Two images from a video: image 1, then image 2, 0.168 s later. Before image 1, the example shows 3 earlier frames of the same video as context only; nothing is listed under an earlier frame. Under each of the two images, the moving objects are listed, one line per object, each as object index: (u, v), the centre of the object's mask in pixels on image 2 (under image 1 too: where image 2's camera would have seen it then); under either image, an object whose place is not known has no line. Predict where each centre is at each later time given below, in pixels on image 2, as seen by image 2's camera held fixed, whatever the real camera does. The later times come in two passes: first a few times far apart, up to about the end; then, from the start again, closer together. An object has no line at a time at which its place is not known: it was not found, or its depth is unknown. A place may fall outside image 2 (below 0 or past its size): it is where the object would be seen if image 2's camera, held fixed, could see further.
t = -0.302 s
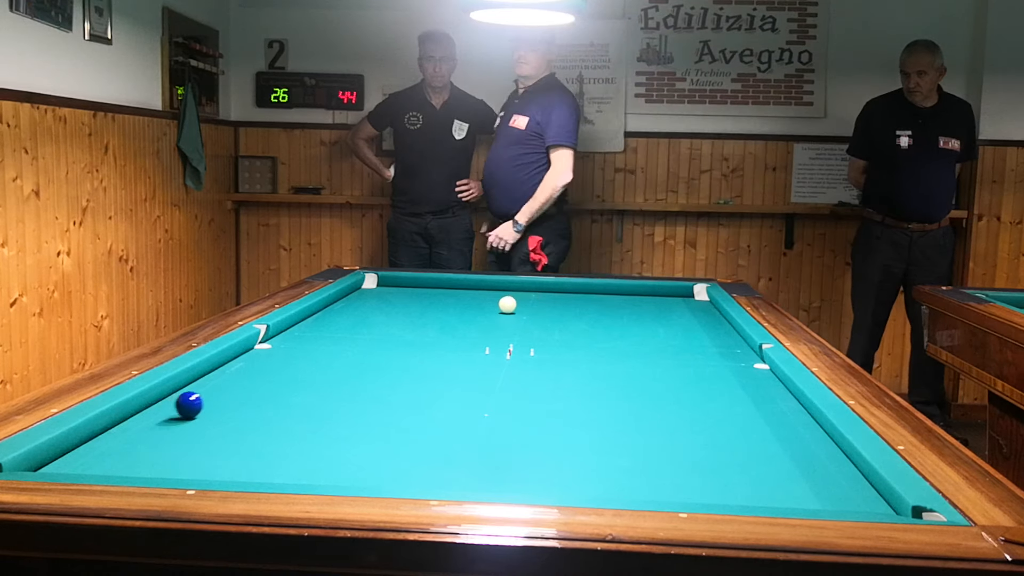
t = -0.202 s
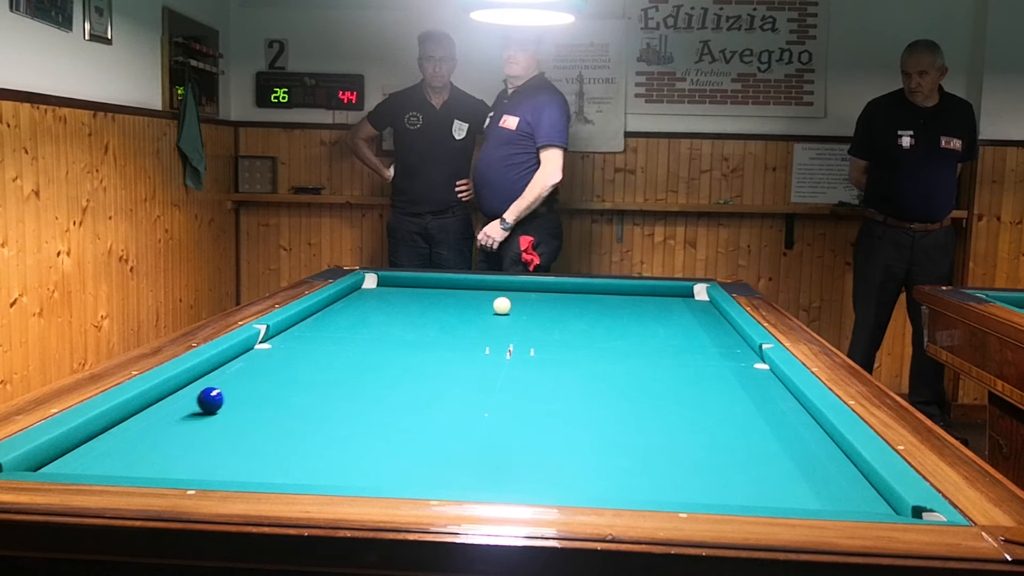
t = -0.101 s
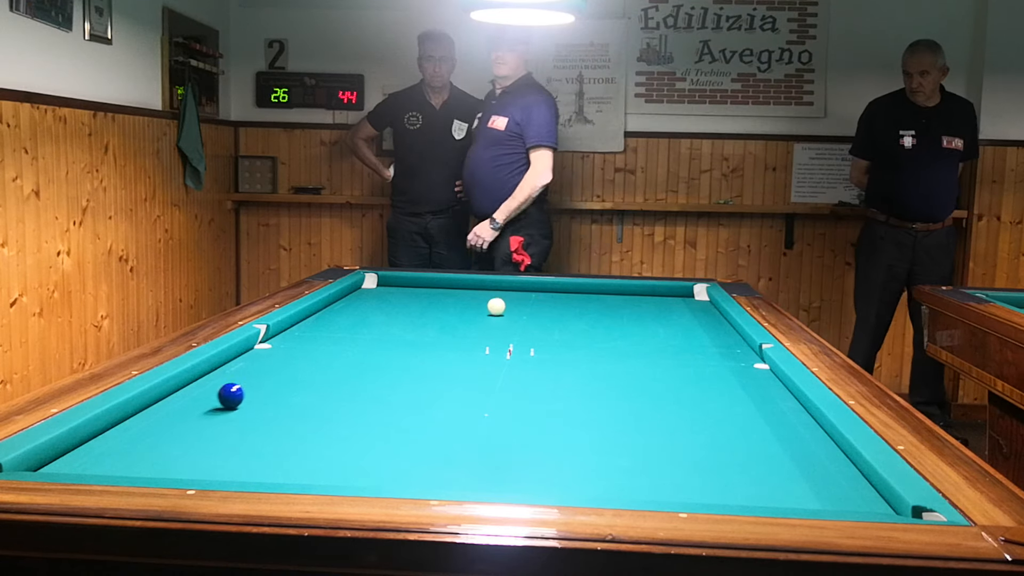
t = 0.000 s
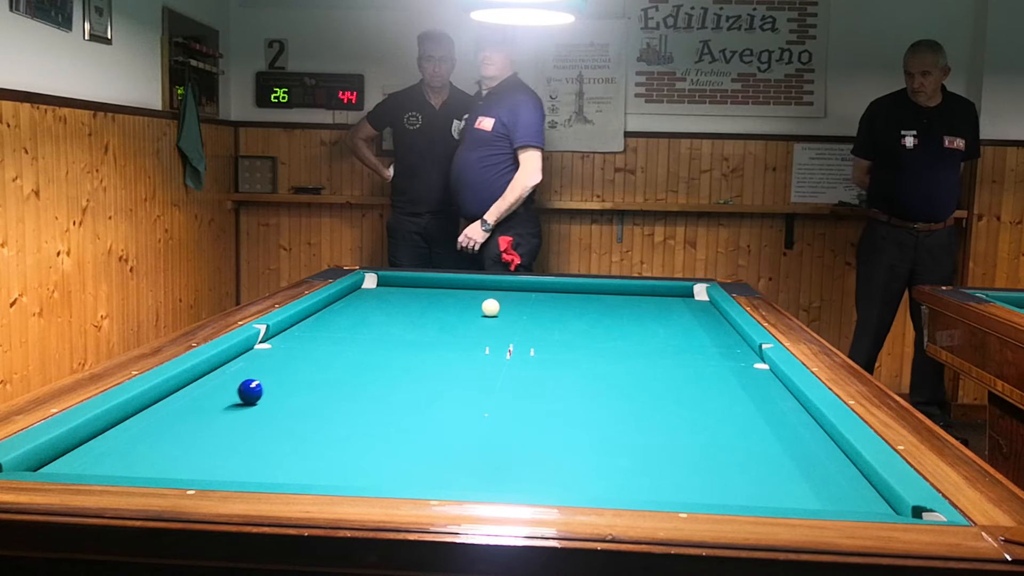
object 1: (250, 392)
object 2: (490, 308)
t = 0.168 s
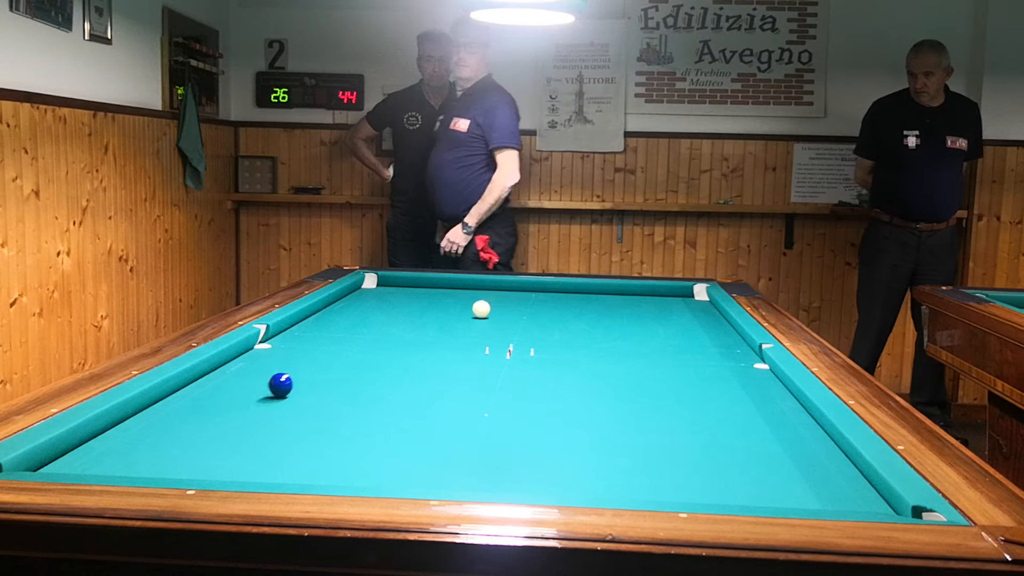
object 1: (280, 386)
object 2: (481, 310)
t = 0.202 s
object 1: (287, 384)
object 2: (479, 310)
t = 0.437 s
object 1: (324, 376)
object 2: (466, 312)
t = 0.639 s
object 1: (354, 370)
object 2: (455, 314)
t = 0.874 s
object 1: (386, 363)
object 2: (442, 317)
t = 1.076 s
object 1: (410, 357)
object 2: (431, 319)
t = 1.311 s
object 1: (437, 352)
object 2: (418, 321)
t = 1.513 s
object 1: (458, 347)
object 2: (408, 323)
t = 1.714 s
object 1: (477, 343)
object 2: (397, 325)
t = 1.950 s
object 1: (497, 339)
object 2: (385, 327)
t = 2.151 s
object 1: (514, 335)
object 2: (375, 329)
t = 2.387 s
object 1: (532, 331)
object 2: (364, 331)
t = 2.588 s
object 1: (546, 328)
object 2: (354, 332)
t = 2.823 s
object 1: (562, 325)
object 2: (344, 334)
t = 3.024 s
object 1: (574, 322)
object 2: (335, 336)
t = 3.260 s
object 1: (588, 319)
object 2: (324, 338)
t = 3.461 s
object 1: (599, 317)
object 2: (316, 339)
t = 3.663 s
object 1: (609, 315)
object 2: (308, 341)
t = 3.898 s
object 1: (620, 312)
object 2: (299, 342)
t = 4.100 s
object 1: (629, 310)
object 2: (292, 344)
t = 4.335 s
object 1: (639, 308)
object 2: (284, 345)
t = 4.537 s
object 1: (647, 307)
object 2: (278, 346)
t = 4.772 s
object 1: (655, 305)
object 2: (271, 348)
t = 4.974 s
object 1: (662, 303)
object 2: (266, 349)
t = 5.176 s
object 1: (668, 302)
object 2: (261, 350)
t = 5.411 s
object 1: (675, 300)
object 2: (256, 350)
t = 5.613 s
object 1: (681, 299)
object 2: (253, 351)
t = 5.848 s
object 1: (687, 298)
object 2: (251, 351)
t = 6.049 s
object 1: (691, 297)
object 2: (249, 352)
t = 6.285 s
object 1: (697, 295)
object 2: (247, 352)
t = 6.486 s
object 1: (700, 294)
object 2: (247, 352)
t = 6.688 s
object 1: (696, 294)
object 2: (244, 354)
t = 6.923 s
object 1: (693, 293)
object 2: (244, 354)
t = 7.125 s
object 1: (690, 292)
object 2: (243, 354)
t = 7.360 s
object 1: (689, 292)
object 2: (243, 354)
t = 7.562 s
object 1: (689, 292)
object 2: (243, 354)
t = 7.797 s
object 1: (688, 292)
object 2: (243, 354)
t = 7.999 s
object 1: (688, 293)
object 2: (243, 354)
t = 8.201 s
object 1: (687, 293)
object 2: (243, 354)
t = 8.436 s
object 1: (687, 293)
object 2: (243, 354)
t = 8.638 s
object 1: (687, 293)
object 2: (244, 354)
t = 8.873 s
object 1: (688, 293)
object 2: (244, 353)
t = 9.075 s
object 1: (688, 292)
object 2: (243, 354)
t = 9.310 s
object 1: (688, 292)
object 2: (244, 353)
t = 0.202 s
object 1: (287, 384)
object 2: (479, 310)
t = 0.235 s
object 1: (292, 383)
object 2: (477, 310)
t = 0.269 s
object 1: (298, 382)
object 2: (475, 311)
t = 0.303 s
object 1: (303, 381)
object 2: (473, 311)
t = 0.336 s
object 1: (309, 380)
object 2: (472, 311)
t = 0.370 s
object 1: (314, 379)
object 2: (470, 312)
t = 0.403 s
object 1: (319, 377)
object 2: (468, 312)
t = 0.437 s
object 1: (324, 376)
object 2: (466, 312)
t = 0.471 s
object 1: (330, 375)
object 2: (464, 313)
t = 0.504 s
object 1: (335, 374)
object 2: (462, 313)
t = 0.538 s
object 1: (340, 373)
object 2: (460, 313)
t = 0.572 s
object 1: (345, 371)
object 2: (459, 314)
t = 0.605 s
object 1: (349, 371)
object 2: (457, 314)
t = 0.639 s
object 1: (354, 370)
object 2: (455, 314)
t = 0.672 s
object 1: (359, 368)
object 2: (453, 315)
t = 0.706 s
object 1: (364, 367)
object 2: (451, 315)
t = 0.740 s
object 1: (368, 367)
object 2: (449, 315)
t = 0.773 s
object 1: (373, 365)
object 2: (447, 316)
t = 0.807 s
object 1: (377, 364)
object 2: (445, 316)
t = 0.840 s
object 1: (381, 364)
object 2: (444, 316)
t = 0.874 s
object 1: (386, 363)
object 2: (442, 317)
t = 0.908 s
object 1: (390, 362)
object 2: (440, 317)
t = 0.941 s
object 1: (394, 361)
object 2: (438, 317)
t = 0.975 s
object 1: (398, 360)
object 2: (436, 318)
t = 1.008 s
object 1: (402, 359)
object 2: (435, 318)
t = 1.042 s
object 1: (406, 358)
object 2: (433, 318)
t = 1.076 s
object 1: (410, 357)
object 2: (431, 319)
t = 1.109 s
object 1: (414, 356)
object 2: (429, 319)
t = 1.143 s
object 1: (418, 356)
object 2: (427, 319)
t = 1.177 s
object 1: (422, 355)
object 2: (425, 319)
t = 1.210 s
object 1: (426, 354)
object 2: (424, 320)
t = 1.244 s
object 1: (429, 353)
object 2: (422, 320)
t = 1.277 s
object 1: (433, 353)
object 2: (420, 320)
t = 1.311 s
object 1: (437, 352)
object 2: (418, 321)
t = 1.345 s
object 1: (440, 351)
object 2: (417, 321)
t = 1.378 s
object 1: (444, 350)
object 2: (415, 322)
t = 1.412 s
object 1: (447, 350)
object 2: (413, 322)
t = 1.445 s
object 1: (451, 349)
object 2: (411, 322)
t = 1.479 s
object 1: (454, 348)
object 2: (410, 322)
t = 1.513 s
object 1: (458, 347)
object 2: (408, 323)
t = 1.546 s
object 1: (461, 347)
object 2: (406, 323)
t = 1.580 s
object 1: (464, 346)
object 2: (404, 323)
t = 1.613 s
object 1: (467, 345)
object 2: (402, 324)
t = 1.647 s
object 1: (470, 344)
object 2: (401, 324)
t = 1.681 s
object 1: (474, 344)
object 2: (399, 324)
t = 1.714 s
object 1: (477, 343)
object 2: (397, 325)
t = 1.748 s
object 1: (480, 343)
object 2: (395, 325)
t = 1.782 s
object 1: (483, 342)
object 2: (394, 325)
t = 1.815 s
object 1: (486, 341)
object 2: (392, 325)
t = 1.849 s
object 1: (489, 341)
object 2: (390, 326)
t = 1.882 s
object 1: (492, 339)
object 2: (388, 326)
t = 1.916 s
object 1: (494, 339)
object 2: (387, 326)
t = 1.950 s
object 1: (497, 339)
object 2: (385, 327)
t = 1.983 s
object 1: (500, 338)
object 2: (384, 327)
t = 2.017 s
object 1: (503, 337)
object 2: (382, 327)
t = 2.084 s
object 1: (509, 336)
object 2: (379, 328)
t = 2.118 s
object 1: (512, 335)
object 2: (377, 328)
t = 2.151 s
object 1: (514, 335)
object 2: (375, 329)
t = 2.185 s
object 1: (517, 335)
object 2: (374, 329)
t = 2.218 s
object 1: (519, 334)
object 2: (372, 329)
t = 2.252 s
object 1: (522, 333)
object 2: (370, 329)
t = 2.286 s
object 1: (524, 333)
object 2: (369, 330)
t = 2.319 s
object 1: (527, 332)
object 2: (367, 330)
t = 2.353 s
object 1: (530, 332)
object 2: (366, 330)
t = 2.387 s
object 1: (532, 331)
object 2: (364, 331)
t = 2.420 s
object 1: (534, 331)
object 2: (362, 331)
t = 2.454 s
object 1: (537, 330)
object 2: (361, 331)
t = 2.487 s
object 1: (539, 330)
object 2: (359, 332)
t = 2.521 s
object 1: (542, 329)
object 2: (358, 332)
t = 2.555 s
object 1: (544, 329)
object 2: (356, 332)
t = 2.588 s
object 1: (546, 328)
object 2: (354, 332)
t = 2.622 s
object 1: (549, 328)
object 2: (353, 333)
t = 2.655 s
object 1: (551, 327)
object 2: (351, 333)
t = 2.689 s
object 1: (553, 327)
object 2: (350, 333)
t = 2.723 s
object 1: (555, 326)
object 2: (348, 333)
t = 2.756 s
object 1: (557, 326)
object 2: (347, 334)
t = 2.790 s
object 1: (560, 325)
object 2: (345, 334)
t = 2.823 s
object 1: (562, 325)
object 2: (344, 334)
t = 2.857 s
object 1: (564, 324)
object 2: (342, 335)
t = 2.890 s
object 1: (566, 324)
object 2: (341, 335)
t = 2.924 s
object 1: (568, 323)
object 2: (339, 335)
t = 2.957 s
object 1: (570, 323)
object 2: (338, 335)
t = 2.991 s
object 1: (572, 322)
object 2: (336, 336)
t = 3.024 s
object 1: (574, 322)
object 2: (335, 336)
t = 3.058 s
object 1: (576, 322)
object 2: (333, 336)
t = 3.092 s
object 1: (579, 321)
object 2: (332, 336)
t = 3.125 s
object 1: (580, 321)
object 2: (330, 337)
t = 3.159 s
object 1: (582, 320)
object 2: (329, 337)
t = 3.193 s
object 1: (584, 320)
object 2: (327, 337)
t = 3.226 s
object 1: (586, 319)
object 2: (326, 337)
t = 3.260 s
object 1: (588, 319)
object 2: (324, 338)
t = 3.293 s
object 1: (590, 319)
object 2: (323, 338)
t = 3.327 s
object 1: (592, 318)
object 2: (322, 338)
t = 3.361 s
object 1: (594, 318)
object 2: (320, 338)
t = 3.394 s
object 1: (595, 317)
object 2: (319, 339)
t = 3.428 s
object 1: (597, 317)
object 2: (317, 339)
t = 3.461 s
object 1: (599, 317)
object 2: (316, 339)
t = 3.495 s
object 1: (601, 316)
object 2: (315, 340)
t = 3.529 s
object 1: (602, 316)
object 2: (314, 340)
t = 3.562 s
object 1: (604, 316)
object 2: (312, 340)
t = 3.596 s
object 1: (606, 315)
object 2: (311, 340)
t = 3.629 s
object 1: (608, 315)
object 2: (310, 340)
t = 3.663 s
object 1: (609, 315)
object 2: (308, 341)
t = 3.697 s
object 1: (611, 314)
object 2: (307, 341)
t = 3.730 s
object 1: (612, 314)
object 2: (306, 341)
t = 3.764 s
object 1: (614, 313)
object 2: (304, 341)
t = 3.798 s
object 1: (615, 313)
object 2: (303, 342)
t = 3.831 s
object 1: (617, 313)
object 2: (302, 342)
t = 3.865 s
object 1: (619, 312)
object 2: (301, 342)
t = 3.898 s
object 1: (620, 312)
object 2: (299, 342)
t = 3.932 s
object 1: (622, 312)
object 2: (298, 343)
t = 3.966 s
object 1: (623, 312)
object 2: (297, 343)
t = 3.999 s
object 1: (625, 311)
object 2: (295, 343)
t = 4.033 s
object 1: (626, 311)
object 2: (294, 343)
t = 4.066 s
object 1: (628, 310)
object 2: (293, 343)
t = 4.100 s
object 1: (629, 310)
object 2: (292, 344)
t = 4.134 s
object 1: (631, 310)
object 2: (291, 344)
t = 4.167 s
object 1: (632, 310)
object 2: (290, 344)
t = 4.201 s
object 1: (633, 309)
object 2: (288, 344)
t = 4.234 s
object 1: (635, 309)
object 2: (287, 345)
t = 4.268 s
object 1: (636, 309)
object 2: (287, 345)
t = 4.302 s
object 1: (638, 309)
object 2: (285, 345)
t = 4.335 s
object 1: (639, 308)
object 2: (284, 345)
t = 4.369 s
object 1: (640, 308)
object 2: (283, 346)
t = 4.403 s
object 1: (641, 308)
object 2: (282, 346)
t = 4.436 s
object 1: (643, 307)
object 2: (281, 346)
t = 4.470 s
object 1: (644, 307)
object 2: (280, 346)
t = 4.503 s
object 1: (645, 307)
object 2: (279, 346)
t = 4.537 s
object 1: (647, 307)
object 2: (278, 346)
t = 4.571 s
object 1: (648, 306)
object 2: (277, 347)
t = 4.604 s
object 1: (649, 306)
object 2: (276, 347)
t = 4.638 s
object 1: (650, 306)
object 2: (275, 347)
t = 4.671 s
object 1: (651, 305)
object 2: (274, 347)
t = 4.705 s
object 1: (653, 305)
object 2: (273, 347)
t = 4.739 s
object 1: (654, 305)
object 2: (272, 347)
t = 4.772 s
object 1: (655, 305)
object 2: (271, 348)
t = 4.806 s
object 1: (656, 304)
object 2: (270, 348)
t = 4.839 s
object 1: (657, 304)
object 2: (269, 348)
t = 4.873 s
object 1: (658, 304)
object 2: (269, 348)
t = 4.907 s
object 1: (659, 304)
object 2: (267, 348)
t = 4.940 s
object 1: (661, 304)
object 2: (267, 348)
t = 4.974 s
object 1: (662, 303)
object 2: (266, 349)
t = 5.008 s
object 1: (663, 303)
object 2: (265, 349)
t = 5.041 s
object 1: (664, 303)
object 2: (264, 349)
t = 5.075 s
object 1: (665, 303)
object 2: (263, 349)
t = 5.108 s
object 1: (666, 302)
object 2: (262, 349)
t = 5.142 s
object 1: (667, 302)
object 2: (261, 349)
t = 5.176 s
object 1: (668, 302)
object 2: (261, 350)
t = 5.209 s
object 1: (669, 302)
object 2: (260, 350)
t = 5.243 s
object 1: (670, 301)
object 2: (259, 350)
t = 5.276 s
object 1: (671, 301)
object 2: (259, 350)
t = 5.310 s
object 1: (672, 301)
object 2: (258, 350)
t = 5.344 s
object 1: (673, 301)
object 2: (257, 350)
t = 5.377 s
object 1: (674, 300)
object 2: (257, 350)
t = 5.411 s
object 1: (675, 300)
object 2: (256, 350)
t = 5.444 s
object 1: (676, 300)
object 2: (256, 350)
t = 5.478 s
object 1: (677, 300)
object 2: (255, 350)
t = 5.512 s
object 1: (678, 300)
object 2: (255, 351)
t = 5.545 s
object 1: (679, 300)
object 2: (254, 351)
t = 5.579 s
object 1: (680, 299)
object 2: (254, 351)
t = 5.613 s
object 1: (681, 299)
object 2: (253, 351)
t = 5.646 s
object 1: (681, 299)
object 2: (253, 351)
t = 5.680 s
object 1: (682, 299)
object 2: (252, 351)
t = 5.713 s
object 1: (683, 298)
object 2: (252, 351)
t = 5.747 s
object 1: (684, 298)
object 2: (252, 351)
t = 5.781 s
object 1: (685, 298)
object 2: (252, 351)
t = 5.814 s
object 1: (686, 298)
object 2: (251, 351)
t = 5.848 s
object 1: (687, 298)
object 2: (251, 351)
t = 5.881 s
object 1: (687, 298)
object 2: (251, 351)
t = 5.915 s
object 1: (688, 297)
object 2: (250, 351)
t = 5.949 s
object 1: (689, 297)
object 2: (250, 351)
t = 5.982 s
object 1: (690, 297)
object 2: (250, 351)
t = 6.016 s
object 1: (691, 297)
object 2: (249, 352)
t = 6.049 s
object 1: (691, 297)
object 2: (249, 352)
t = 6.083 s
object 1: (692, 297)
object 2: (249, 351)
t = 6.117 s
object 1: (693, 296)
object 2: (248, 351)
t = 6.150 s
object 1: (694, 296)
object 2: (248, 351)
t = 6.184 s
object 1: (694, 296)
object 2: (248, 352)
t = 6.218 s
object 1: (695, 296)
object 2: (248, 352)
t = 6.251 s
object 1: (696, 296)
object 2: (247, 352)
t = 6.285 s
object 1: (697, 295)
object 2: (247, 352)
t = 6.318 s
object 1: (698, 295)
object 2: (247, 352)
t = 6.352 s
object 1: (698, 295)
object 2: (247, 352)
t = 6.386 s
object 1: (699, 295)
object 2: (247, 351)
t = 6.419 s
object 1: (700, 295)
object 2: (247, 351)
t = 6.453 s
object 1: (701, 294)
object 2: (247, 351)
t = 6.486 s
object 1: (700, 294)
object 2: (247, 352)
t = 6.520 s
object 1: (700, 294)
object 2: (247, 352)
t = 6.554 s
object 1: (699, 294)
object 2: (243, 353)
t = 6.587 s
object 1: (698, 294)
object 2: (243, 353)
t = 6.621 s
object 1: (697, 294)
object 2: (244, 353)
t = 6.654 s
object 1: (696, 294)
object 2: (244, 353)
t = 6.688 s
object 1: (696, 294)
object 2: (244, 354)
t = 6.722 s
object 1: (696, 294)
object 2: (244, 354)
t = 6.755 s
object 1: (696, 293)
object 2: (244, 354)
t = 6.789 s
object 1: (695, 293)
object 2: (244, 353)
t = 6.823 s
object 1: (694, 293)
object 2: (244, 353)
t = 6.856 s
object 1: (694, 293)
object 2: (244, 353)
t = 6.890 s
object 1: (693, 293)
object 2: (243, 354)
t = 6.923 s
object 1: (693, 293)
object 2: (244, 354)
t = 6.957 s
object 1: (692, 292)
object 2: (244, 354)
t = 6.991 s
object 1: (692, 292)
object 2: (244, 354)
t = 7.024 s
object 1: (691, 292)
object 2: (244, 354)
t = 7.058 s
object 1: (691, 292)
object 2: (243, 354)
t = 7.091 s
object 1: (691, 292)
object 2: (243, 354)
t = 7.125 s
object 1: (690, 292)
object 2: (243, 354)
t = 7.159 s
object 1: (690, 292)
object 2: (243, 354)
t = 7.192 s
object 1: (690, 292)
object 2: (243, 354)
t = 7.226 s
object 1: (690, 292)
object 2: (243, 354)
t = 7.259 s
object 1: (690, 292)
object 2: (243, 354)
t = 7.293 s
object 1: (690, 292)
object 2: (243, 354)
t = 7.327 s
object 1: (689, 292)
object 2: (243, 354)
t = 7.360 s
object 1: (689, 292)
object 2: (243, 354)
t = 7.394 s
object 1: (689, 292)
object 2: (243, 354)
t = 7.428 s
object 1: (689, 292)
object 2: (243, 354)
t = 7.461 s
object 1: (689, 292)
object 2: (243, 354)
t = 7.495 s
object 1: (689, 292)
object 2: (243, 354)
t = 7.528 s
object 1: (689, 292)
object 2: (243, 354)
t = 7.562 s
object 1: (689, 292)
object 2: (243, 354)
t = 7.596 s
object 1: (689, 292)
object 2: (243, 354)
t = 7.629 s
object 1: (688, 292)
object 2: (243, 354)
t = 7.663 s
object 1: (688, 292)
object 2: (243, 354)
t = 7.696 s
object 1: (688, 292)
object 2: (243, 354)
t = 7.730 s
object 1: (688, 292)
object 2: (243, 354)
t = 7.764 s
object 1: (688, 292)
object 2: (243, 354)
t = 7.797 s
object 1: (688, 292)
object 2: (243, 354)
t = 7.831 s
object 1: (688, 292)
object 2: (243, 354)
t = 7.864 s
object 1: (688, 292)
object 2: (243, 354)
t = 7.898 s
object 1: (688, 292)
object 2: (243, 354)
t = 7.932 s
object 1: (688, 293)
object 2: (243, 354)
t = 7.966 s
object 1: (688, 293)
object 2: (243, 354)
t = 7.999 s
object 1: (688, 293)
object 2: (243, 354)
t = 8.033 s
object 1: (688, 293)
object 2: (243, 354)
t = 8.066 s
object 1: (688, 293)
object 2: (243, 354)
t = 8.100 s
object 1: (688, 292)
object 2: (243, 354)
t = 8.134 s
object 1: (688, 293)
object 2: (243, 354)
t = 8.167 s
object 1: (688, 293)
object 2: (243, 354)
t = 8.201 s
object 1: (687, 293)
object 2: (243, 354)
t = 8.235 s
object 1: (687, 293)
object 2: (243, 354)
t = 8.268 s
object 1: (688, 293)
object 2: (243, 354)
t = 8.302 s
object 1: (687, 293)
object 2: (243, 354)
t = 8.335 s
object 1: (688, 293)
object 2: (243, 354)
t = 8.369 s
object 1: (688, 293)
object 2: (243, 354)
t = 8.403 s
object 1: (687, 293)
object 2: (243, 354)
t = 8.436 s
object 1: (687, 293)
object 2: (243, 354)
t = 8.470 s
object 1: (688, 293)
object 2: (243, 354)
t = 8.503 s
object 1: (687, 293)
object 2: (243, 354)
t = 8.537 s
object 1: (687, 293)
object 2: (243, 354)
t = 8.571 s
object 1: (687, 293)
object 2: (243, 354)
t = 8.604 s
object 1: (687, 293)
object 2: (244, 354)
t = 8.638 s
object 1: (687, 293)
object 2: (244, 354)
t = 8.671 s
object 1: (687, 293)
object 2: (244, 353)
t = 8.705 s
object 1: (687, 293)
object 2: (244, 353)
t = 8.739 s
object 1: (688, 293)
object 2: (244, 353)
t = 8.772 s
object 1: (688, 293)
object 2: (244, 353)
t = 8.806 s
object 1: (688, 293)
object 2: (244, 353)
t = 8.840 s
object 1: (688, 293)
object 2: (244, 353)
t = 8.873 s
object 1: (688, 293)
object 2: (244, 353)
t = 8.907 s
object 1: (688, 293)
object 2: (243, 354)
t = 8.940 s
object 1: (688, 293)
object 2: (243, 354)
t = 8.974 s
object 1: (688, 293)
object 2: (243, 354)
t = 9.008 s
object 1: (688, 293)
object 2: (243, 354)
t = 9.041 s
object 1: (688, 293)
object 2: (243, 354)
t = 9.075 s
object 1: (688, 292)
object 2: (243, 354)
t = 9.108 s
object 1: (688, 292)
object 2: (243, 354)
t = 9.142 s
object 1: (688, 293)
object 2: (243, 354)
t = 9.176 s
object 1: (688, 293)
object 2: (243, 354)
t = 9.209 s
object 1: (688, 293)
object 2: (243, 354)
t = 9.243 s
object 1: (688, 292)
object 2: (243, 354)
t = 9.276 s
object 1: (688, 292)
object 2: (243, 354)
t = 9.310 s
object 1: (688, 292)
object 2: (244, 353)
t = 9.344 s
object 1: (688, 292)
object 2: (243, 354)
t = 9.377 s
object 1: (688, 292)
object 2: (243, 354)
